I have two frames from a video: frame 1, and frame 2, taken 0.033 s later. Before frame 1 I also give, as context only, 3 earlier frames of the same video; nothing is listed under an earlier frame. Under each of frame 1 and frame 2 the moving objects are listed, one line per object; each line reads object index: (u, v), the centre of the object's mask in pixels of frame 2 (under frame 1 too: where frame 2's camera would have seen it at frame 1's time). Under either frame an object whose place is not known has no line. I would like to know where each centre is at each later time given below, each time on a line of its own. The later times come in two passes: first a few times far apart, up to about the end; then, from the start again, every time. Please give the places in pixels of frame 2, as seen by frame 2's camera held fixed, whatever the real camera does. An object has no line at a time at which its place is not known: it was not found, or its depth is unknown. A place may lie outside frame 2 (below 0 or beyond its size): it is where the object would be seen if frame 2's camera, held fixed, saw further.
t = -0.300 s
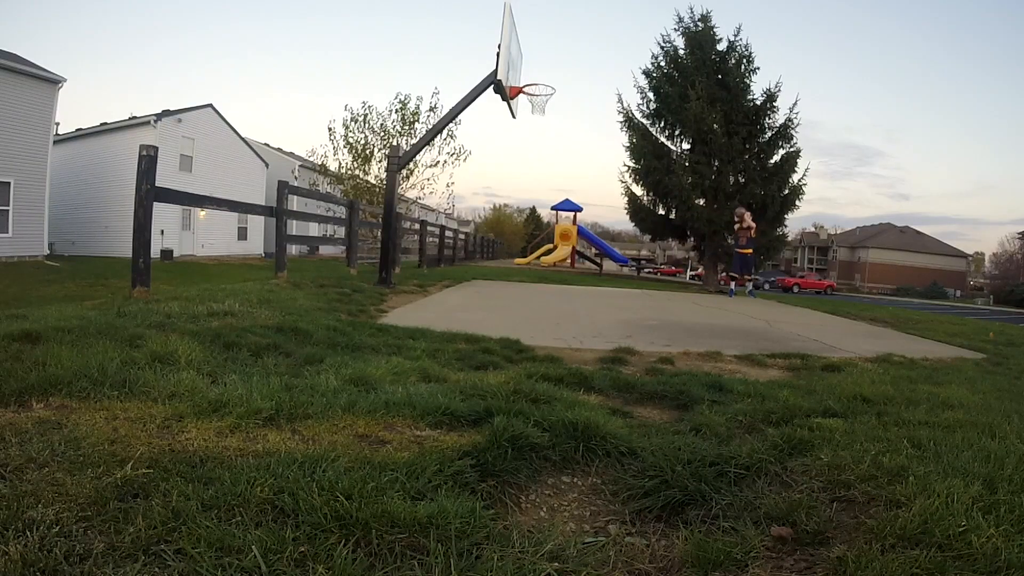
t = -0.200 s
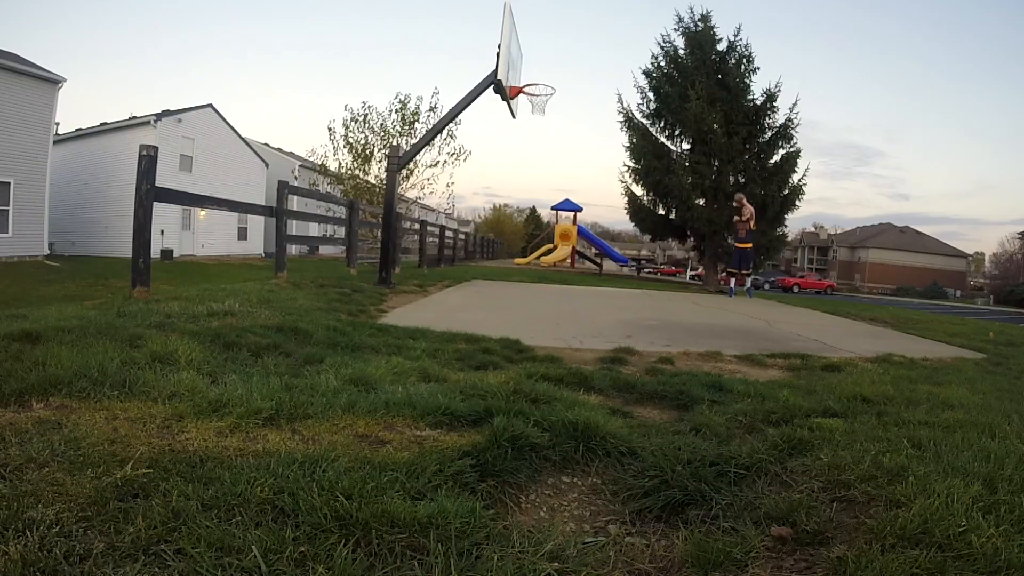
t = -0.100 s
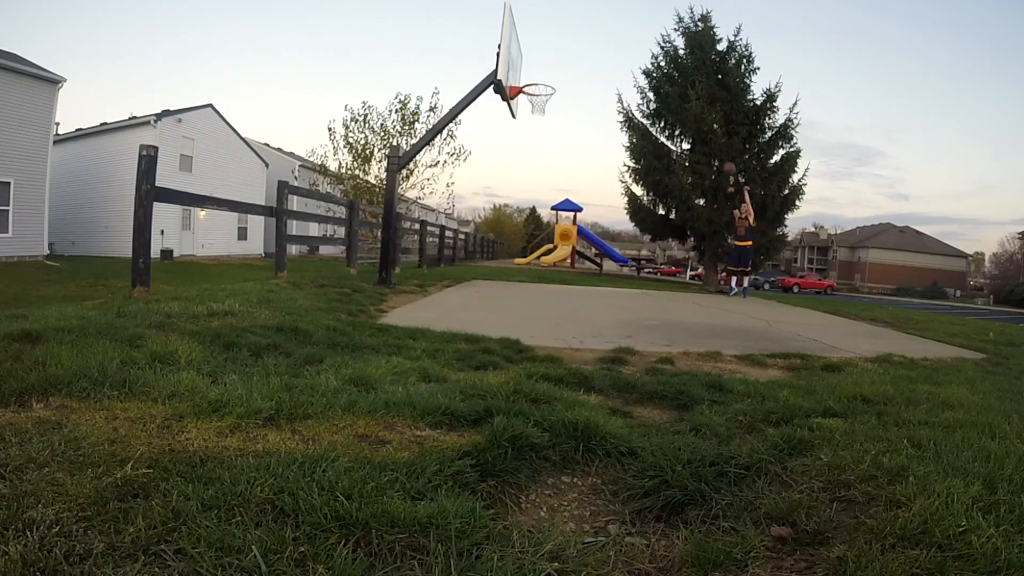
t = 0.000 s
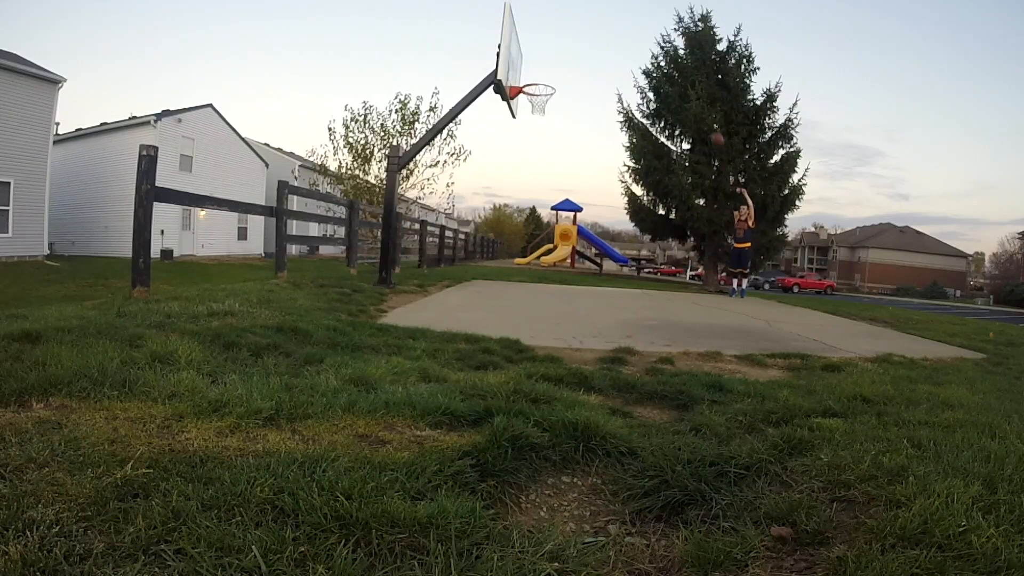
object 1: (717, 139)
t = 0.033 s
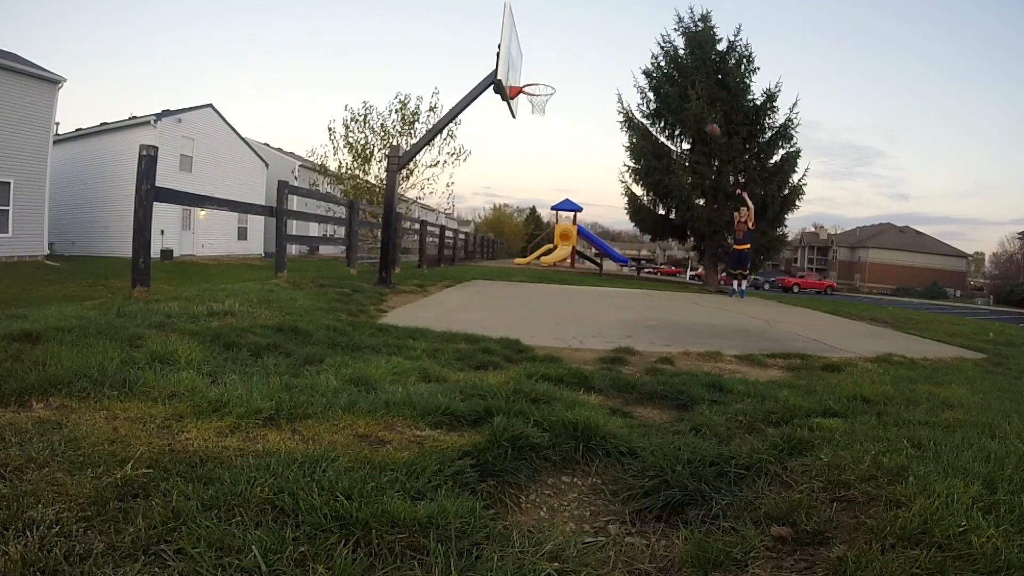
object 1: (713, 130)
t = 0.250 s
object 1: (681, 82)
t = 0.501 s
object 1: (637, 52)
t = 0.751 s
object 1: (587, 54)
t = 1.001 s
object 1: (525, 99)
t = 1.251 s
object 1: (548, 105)
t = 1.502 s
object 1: (574, 147)
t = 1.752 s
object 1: (595, 227)
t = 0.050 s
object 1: (710, 125)
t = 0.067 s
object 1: (708, 121)
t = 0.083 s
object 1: (706, 117)
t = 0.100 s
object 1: (703, 113)
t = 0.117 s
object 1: (701, 109)
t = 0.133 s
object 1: (698, 105)
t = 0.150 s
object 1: (696, 100)
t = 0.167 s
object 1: (693, 98)
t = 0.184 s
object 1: (691, 94)
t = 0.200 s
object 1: (688, 91)
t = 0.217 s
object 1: (685, 87)
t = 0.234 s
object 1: (683, 85)
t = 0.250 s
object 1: (681, 82)
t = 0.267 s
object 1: (678, 79)
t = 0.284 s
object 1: (675, 76)
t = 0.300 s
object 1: (673, 74)
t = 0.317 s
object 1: (670, 71)
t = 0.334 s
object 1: (668, 69)
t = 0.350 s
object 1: (665, 66)
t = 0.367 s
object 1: (663, 64)
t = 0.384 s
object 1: (659, 62)
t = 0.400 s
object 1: (655, 60)
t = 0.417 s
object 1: (652, 59)
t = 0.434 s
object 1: (650, 57)
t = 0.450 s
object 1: (647, 55)
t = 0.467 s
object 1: (643, 54)
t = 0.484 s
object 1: (640, 53)
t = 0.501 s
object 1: (637, 52)
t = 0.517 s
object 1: (634, 51)
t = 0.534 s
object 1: (631, 50)
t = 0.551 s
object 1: (628, 49)
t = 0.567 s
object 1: (625, 49)
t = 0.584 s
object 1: (621, 49)
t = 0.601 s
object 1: (618, 48)
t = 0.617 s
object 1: (615, 48)
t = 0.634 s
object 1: (611, 48)
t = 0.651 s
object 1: (608, 49)
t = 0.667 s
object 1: (604, 49)
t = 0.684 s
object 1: (601, 50)
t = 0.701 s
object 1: (597, 50)
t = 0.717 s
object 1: (594, 51)
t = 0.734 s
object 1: (590, 52)
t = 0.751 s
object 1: (587, 54)
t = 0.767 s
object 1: (583, 55)
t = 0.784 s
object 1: (579, 57)
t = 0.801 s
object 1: (575, 59)
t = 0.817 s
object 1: (571, 61)
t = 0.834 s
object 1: (567, 63)
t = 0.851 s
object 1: (563, 66)
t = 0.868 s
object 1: (559, 68)
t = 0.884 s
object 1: (555, 71)
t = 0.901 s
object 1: (551, 75)
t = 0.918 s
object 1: (547, 78)
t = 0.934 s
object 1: (543, 81)
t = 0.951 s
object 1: (539, 85)
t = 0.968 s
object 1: (534, 90)
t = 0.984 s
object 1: (529, 95)
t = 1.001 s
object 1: (525, 99)
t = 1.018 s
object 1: (523, 98)
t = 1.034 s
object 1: (522, 99)
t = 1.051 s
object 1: (524, 99)
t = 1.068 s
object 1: (527, 98)
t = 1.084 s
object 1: (529, 98)
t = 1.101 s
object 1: (531, 98)
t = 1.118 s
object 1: (533, 98)
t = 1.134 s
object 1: (535, 99)
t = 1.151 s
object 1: (537, 99)
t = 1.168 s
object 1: (539, 100)
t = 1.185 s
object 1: (541, 101)
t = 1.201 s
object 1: (542, 102)
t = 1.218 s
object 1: (544, 103)
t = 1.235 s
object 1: (546, 103)
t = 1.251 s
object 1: (548, 105)
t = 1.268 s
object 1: (550, 106)
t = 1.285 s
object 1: (552, 109)
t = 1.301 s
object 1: (554, 110)
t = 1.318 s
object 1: (556, 112)
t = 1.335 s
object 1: (557, 115)
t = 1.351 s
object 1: (559, 117)
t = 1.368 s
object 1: (561, 120)
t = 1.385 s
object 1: (562, 123)
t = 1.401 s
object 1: (564, 125)
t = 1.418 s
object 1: (566, 129)
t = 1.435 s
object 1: (567, 132)
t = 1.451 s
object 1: (569, 135)
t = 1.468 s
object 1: (570, 139)
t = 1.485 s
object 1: (572, 143)
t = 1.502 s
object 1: (574, 147)
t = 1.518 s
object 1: (575, 151)
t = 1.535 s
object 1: (577, 155)
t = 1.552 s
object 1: (578, 160)
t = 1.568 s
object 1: (580, 165)
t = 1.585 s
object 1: (581, 169)
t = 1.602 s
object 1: (583, 174)
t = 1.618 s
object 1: (584, 180)
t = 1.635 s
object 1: (585, 185)
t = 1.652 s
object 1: (587, 191)
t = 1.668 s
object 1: (588, 196)
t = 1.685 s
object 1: (589, 202)
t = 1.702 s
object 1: (591, 208)
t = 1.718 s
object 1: (592, 214)
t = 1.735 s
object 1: (594, 220)
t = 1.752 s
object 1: (595, 227)
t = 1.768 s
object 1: (597, 234)
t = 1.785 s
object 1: (598, 240)
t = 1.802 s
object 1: (599, 248)
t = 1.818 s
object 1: (600, 254)
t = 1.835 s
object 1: (601, 262)
